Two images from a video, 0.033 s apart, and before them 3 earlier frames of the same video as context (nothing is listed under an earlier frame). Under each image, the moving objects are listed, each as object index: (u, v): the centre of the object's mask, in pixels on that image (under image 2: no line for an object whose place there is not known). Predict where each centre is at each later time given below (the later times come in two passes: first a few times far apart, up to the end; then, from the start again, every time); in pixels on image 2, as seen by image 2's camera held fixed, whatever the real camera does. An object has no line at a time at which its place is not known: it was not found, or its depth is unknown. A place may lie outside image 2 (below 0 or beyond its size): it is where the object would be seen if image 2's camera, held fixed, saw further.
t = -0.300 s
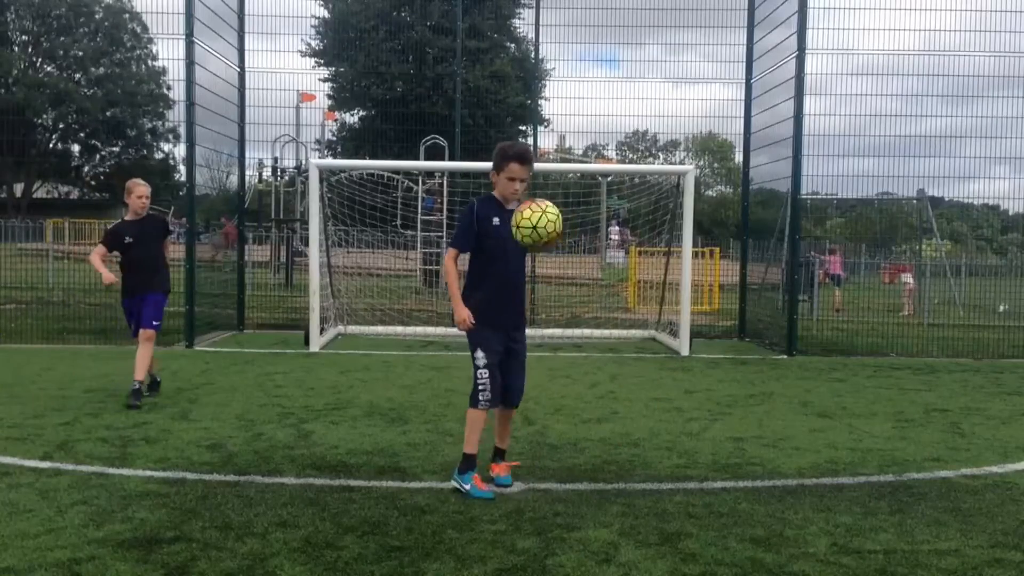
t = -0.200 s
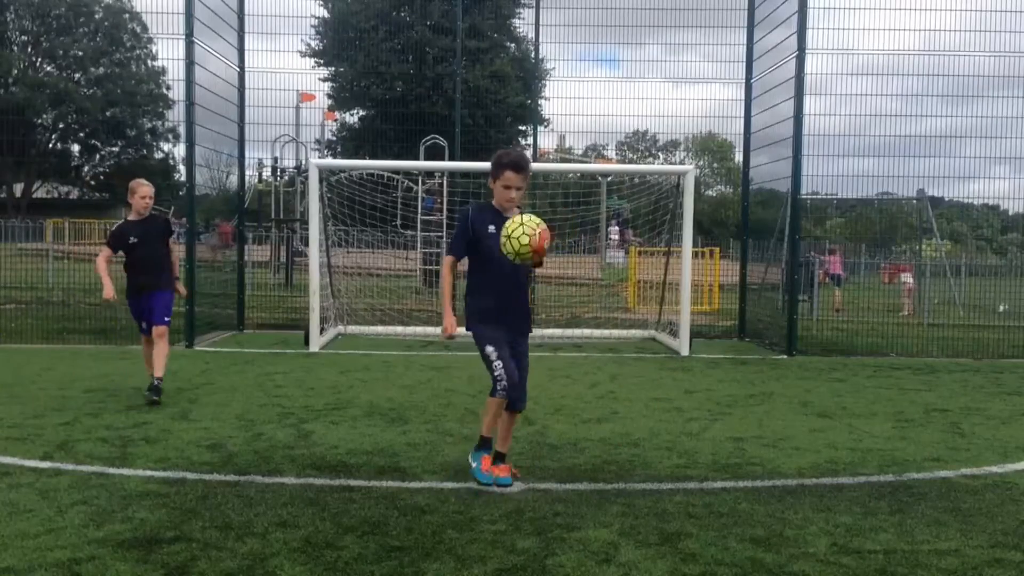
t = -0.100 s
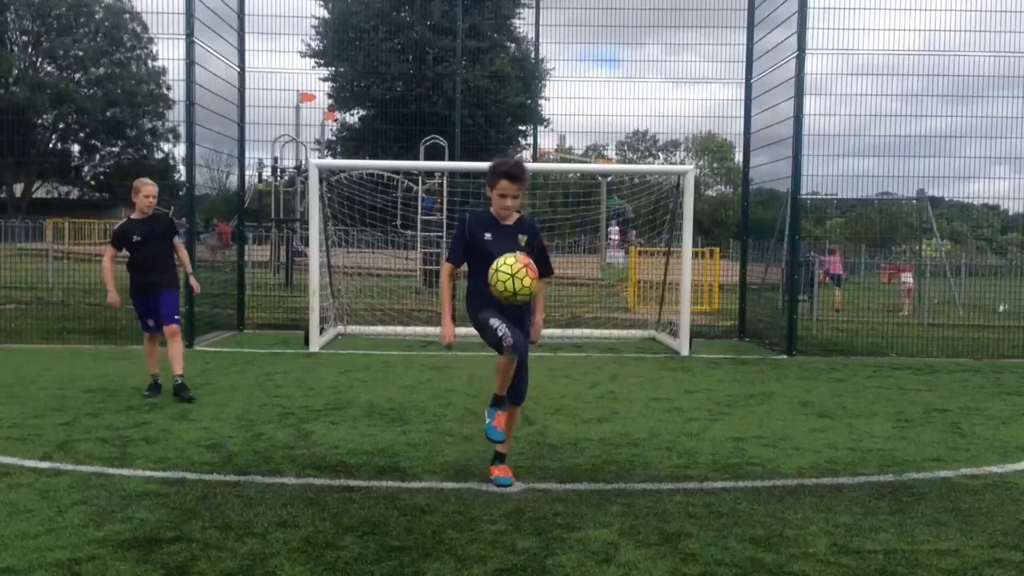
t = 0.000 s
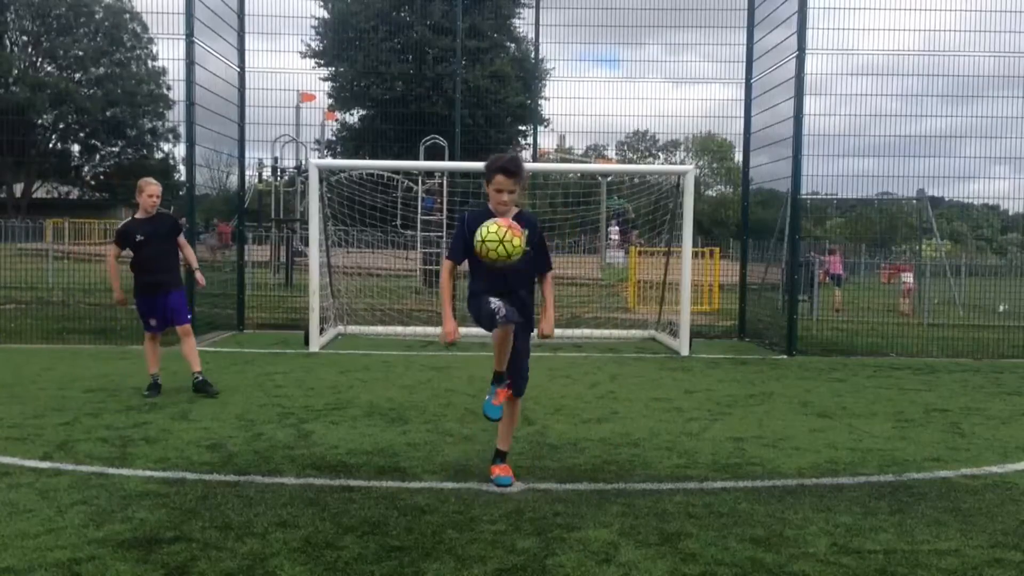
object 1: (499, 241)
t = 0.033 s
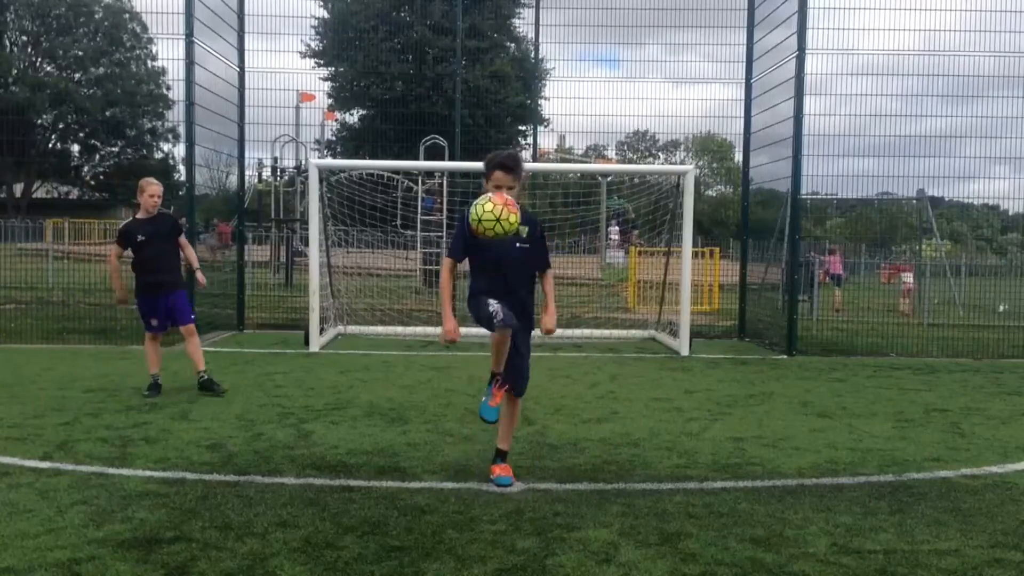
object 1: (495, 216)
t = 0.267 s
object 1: (460, 101)
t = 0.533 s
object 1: (420, 123)
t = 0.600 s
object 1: (410, 158)
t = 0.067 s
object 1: (489, 192)
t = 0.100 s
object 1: (485, 172)
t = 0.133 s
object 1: (480, 151)
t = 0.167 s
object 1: (475, 136)
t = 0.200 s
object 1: (470, 122)
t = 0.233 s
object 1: (465, 110)
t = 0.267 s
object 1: (460, 101)
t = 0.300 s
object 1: (455, 94)
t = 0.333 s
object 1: (450, 90)
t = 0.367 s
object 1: (445, 88)
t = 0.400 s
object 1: (440, 90)
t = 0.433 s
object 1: (435, 94)
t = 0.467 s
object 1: (429, 100)
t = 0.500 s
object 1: (424, 110)
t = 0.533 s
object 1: (420, 123)
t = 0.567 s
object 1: (415, 139)
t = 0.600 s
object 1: (410, 158)
